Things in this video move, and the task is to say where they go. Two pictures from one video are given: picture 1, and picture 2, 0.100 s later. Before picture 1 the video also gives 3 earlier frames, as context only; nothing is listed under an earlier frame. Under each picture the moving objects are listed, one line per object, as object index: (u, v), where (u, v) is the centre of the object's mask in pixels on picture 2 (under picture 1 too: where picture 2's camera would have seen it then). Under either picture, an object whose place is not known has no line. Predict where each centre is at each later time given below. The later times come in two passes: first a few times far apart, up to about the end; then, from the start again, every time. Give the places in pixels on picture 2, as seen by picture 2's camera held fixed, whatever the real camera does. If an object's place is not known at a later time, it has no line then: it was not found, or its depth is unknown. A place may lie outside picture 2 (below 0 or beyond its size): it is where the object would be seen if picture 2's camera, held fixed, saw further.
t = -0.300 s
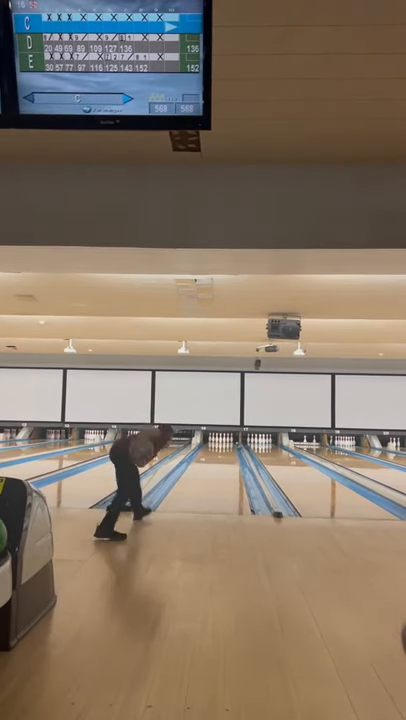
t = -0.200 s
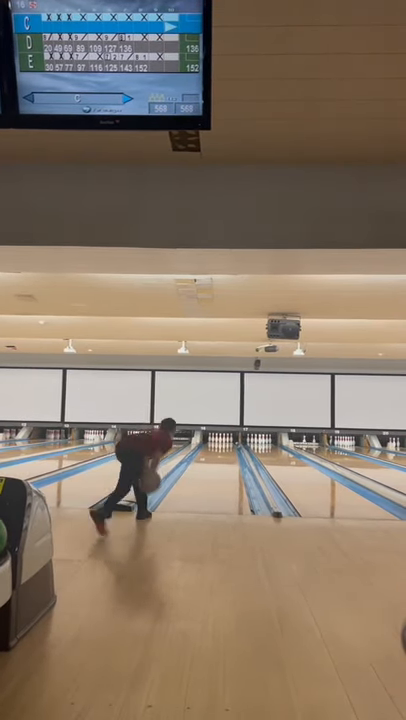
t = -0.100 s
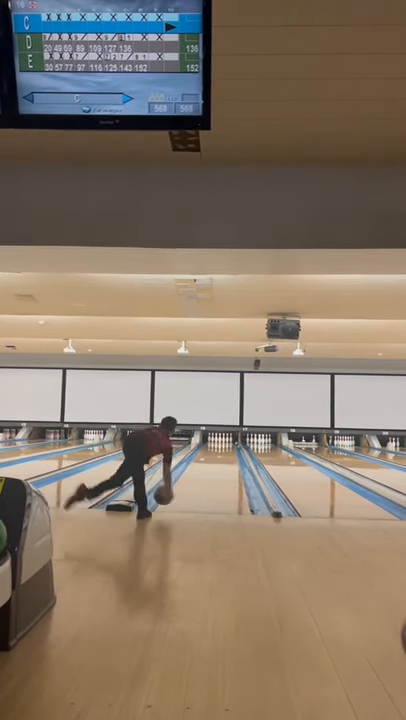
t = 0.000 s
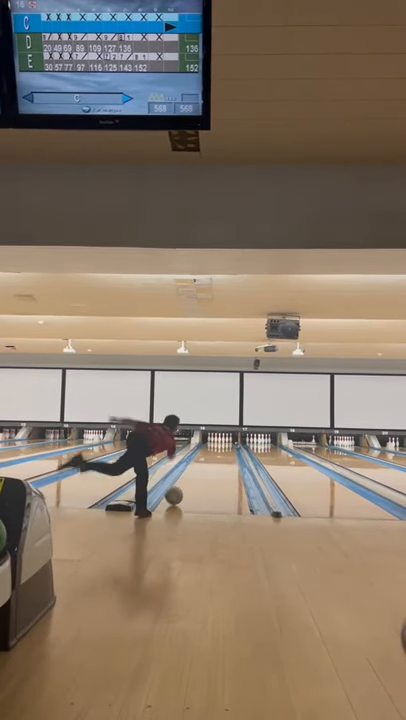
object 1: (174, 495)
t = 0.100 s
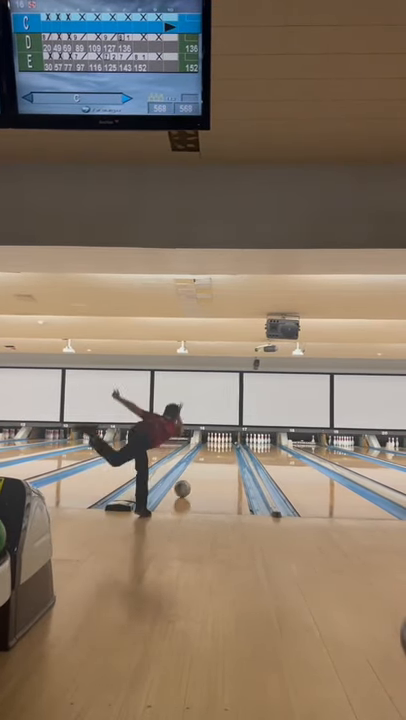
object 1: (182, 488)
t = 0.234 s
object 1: (191, 481)
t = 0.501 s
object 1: (204, 470)
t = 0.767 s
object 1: (214, 462)
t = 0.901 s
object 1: (217, 458)
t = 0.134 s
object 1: (184, 486)
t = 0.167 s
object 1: (187, 484)
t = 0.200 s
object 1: (189, 483)
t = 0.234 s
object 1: (191, 481)
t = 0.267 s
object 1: (193, 479)
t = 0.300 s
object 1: (195, 478)
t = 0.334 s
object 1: (197, 476)
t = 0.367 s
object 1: (199, 475)
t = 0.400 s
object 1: (200, 474)
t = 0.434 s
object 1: (202, 472)
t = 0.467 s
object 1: (203, 471)
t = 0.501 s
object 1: (204, 470)
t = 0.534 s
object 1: (206, 469)
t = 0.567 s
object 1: (207, 468)
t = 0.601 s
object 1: (208, 467)
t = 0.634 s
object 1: (210, 467)
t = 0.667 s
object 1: (211, 465)
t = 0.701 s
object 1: (212, 464)
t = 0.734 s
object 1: (213, 463)
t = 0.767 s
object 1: (214, 462)
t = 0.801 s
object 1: (214, 461)
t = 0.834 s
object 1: (215, 461)
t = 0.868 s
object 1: (216, 460)
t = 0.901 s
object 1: (217, 458)
